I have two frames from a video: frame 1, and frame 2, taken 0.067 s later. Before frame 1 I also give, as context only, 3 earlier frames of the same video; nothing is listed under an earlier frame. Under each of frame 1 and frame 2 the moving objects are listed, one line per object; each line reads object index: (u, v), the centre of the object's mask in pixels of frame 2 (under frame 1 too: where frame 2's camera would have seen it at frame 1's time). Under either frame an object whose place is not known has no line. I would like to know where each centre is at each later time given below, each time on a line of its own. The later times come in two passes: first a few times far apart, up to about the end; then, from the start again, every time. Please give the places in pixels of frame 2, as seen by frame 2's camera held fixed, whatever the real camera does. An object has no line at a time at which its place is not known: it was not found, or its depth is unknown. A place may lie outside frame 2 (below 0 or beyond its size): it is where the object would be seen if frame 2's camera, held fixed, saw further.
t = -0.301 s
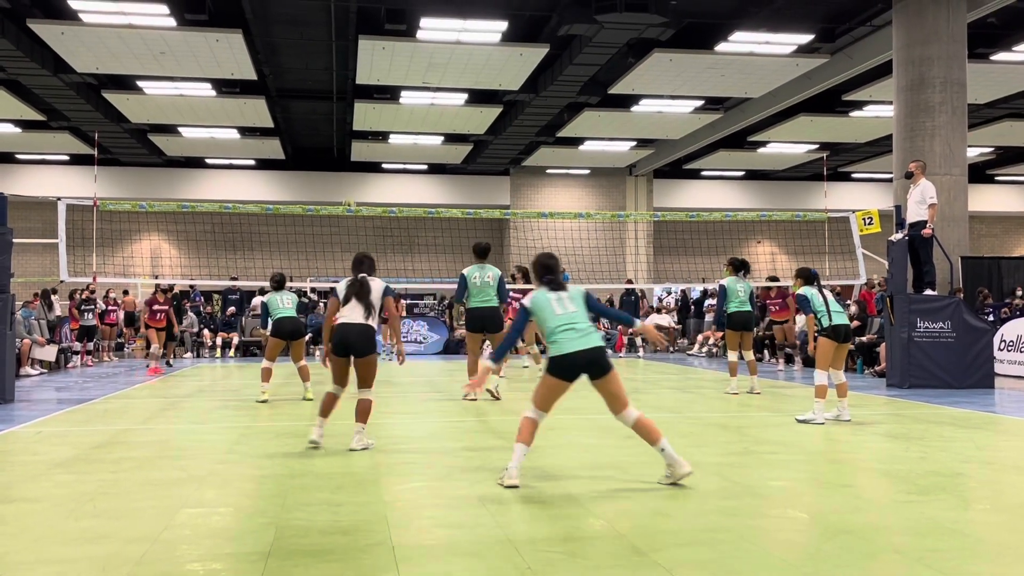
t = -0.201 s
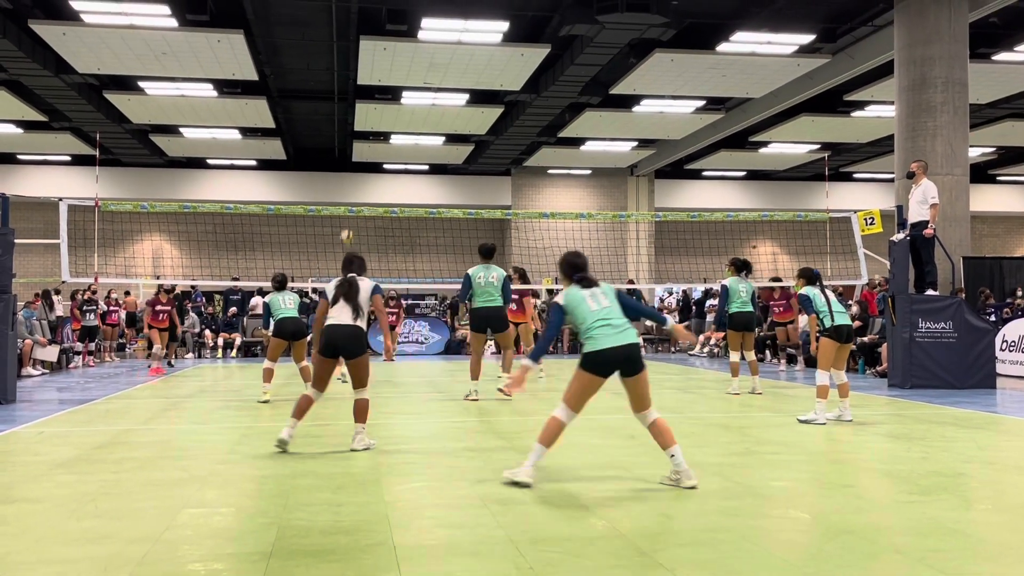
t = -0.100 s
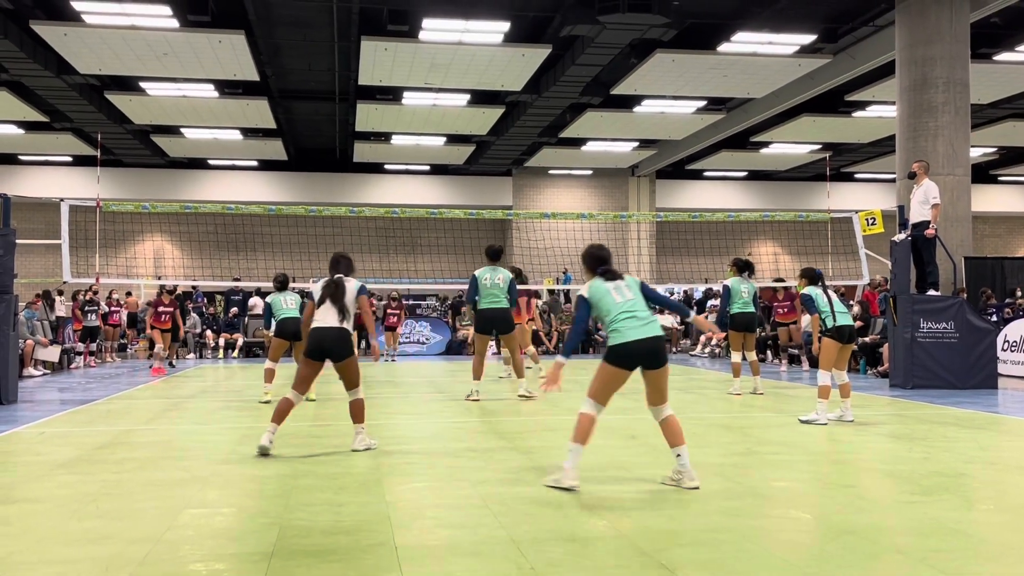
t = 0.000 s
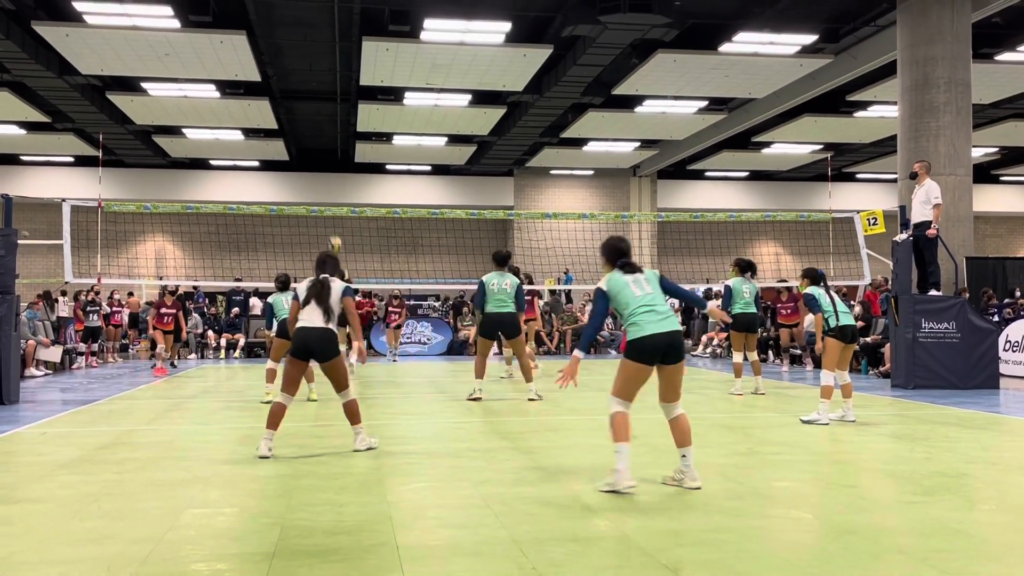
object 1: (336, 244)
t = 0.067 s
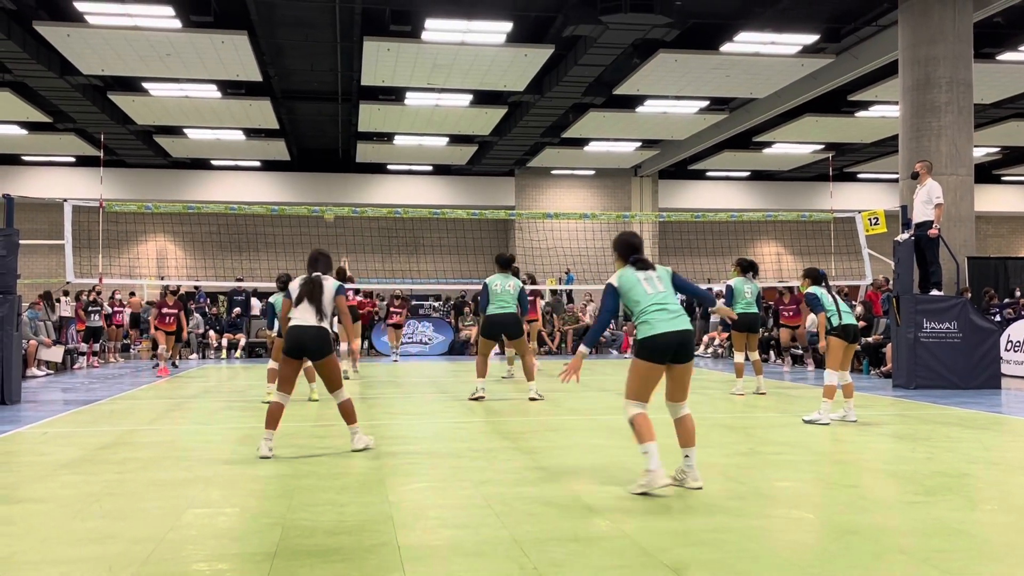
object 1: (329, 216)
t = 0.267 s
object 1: (305, 138)
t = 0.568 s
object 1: (272, 72)
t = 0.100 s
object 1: (325, 199)
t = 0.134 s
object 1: (320, 184)
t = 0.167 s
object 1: (316, 171)
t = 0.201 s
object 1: (313, 160)
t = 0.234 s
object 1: (309, 148)
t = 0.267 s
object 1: (305, 138)
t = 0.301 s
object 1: (302, 128)
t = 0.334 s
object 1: (298, 118)
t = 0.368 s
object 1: (294, 110)
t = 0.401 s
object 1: (290, 101)
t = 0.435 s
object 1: (286, 94)
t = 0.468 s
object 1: (283, 88)
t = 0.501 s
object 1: (280, 82)
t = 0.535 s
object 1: (276, 77)
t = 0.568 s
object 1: (272, 72)
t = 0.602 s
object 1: (269, 69)
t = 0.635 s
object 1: (265, 65)
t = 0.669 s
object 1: (262, 63)
